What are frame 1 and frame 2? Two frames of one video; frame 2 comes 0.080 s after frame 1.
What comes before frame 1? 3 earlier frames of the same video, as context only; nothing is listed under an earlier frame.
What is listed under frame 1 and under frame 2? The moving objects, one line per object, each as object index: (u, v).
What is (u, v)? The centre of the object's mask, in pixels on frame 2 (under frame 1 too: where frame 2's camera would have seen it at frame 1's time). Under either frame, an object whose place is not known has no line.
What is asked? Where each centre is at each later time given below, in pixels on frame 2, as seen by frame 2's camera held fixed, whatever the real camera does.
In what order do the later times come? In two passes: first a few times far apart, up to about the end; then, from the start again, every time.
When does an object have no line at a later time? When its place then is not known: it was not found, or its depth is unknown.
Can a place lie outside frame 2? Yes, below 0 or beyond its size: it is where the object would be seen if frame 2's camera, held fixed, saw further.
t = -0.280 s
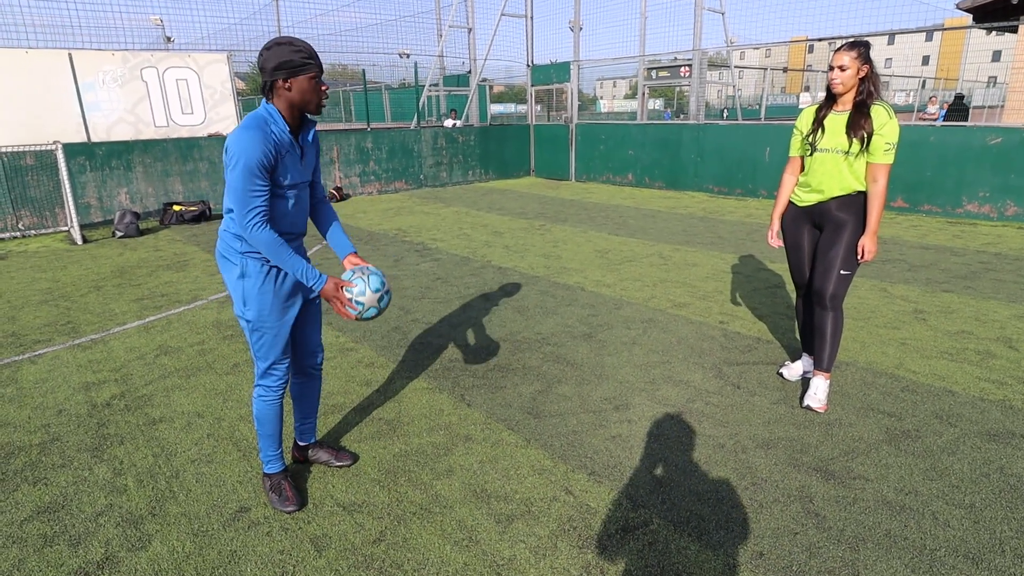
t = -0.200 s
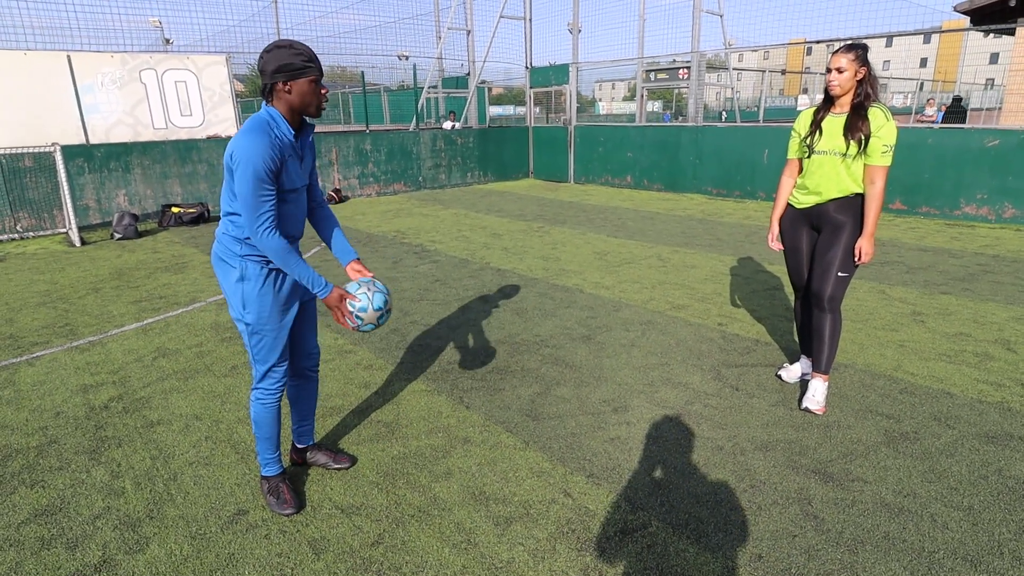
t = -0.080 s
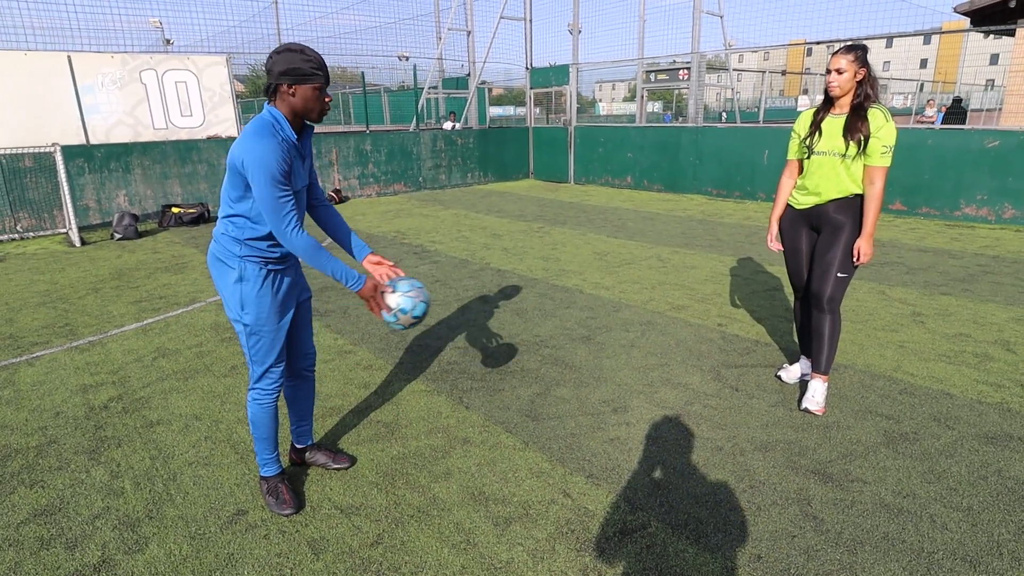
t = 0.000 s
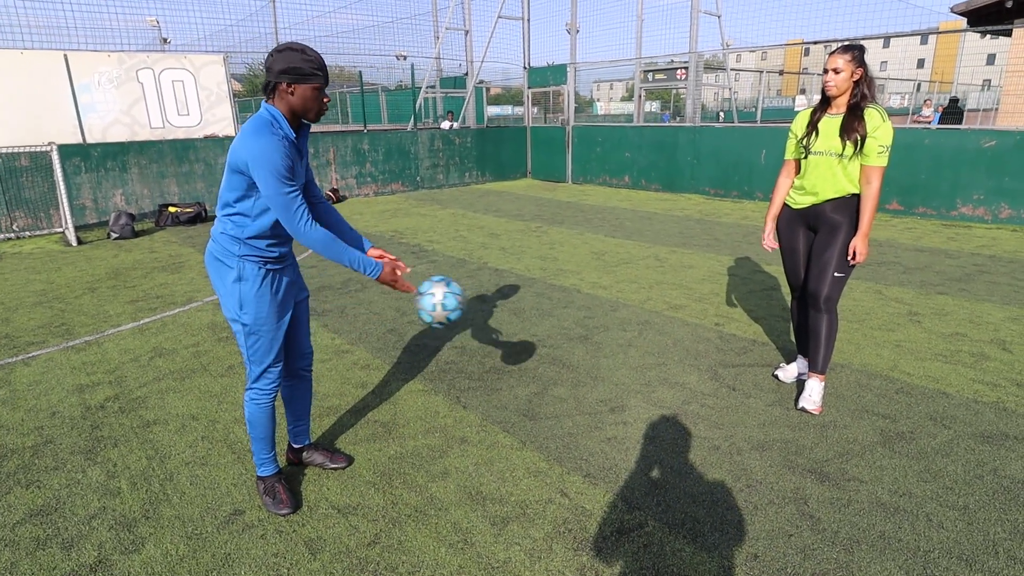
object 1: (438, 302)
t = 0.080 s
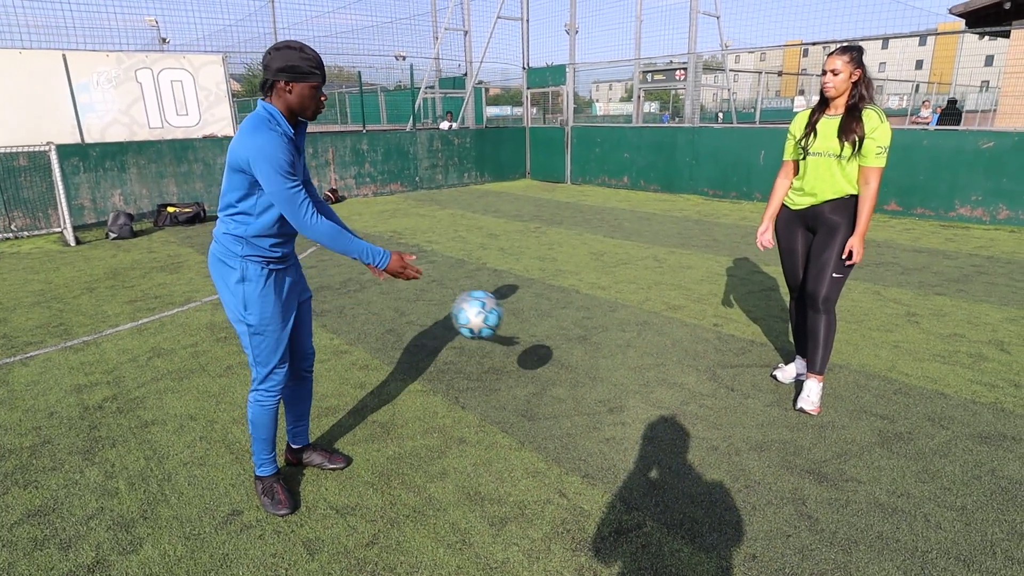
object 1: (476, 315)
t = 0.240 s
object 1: (545, 377)
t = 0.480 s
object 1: (616, 347)
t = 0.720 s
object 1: (671, 348)
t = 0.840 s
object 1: (694, 376)
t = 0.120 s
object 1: (495, 326)
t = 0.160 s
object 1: (512, 340)
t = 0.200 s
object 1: (529, 357)
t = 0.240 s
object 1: (545, 377)
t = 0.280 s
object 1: (562, 399)
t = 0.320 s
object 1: (575, 407)
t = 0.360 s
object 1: (586, 388)
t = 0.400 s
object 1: (596, 372)
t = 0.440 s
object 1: (605, 358)
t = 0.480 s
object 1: (616, 347)
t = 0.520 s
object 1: (625, 340)
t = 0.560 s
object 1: (635, 335)
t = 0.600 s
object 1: (645, 334)
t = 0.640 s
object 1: (653, 336)
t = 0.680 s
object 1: (662, 341)
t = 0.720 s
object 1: (671, 348)
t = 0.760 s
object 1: (679, 358)
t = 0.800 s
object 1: (686, 370)
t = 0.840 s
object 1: (694, 376)
